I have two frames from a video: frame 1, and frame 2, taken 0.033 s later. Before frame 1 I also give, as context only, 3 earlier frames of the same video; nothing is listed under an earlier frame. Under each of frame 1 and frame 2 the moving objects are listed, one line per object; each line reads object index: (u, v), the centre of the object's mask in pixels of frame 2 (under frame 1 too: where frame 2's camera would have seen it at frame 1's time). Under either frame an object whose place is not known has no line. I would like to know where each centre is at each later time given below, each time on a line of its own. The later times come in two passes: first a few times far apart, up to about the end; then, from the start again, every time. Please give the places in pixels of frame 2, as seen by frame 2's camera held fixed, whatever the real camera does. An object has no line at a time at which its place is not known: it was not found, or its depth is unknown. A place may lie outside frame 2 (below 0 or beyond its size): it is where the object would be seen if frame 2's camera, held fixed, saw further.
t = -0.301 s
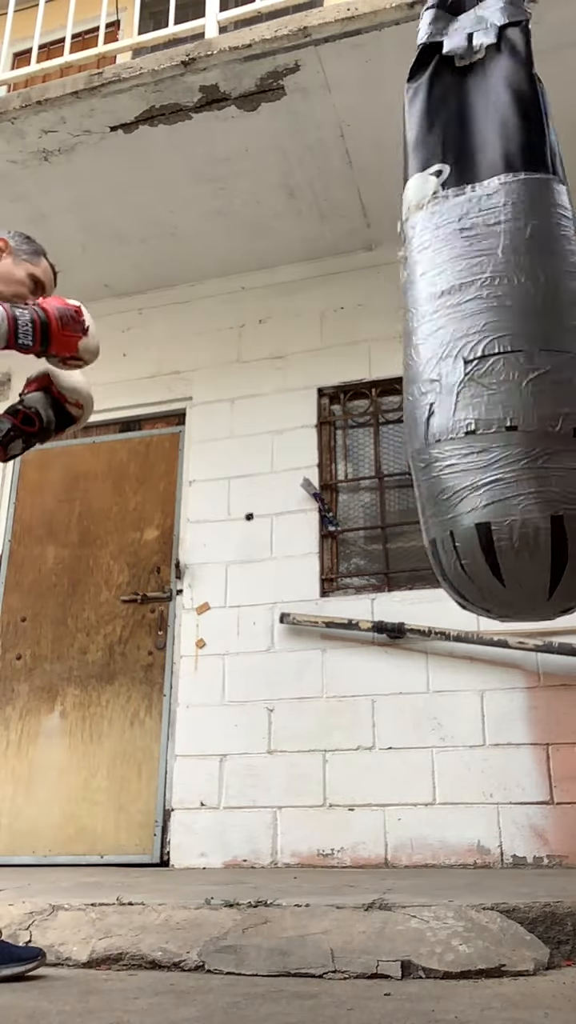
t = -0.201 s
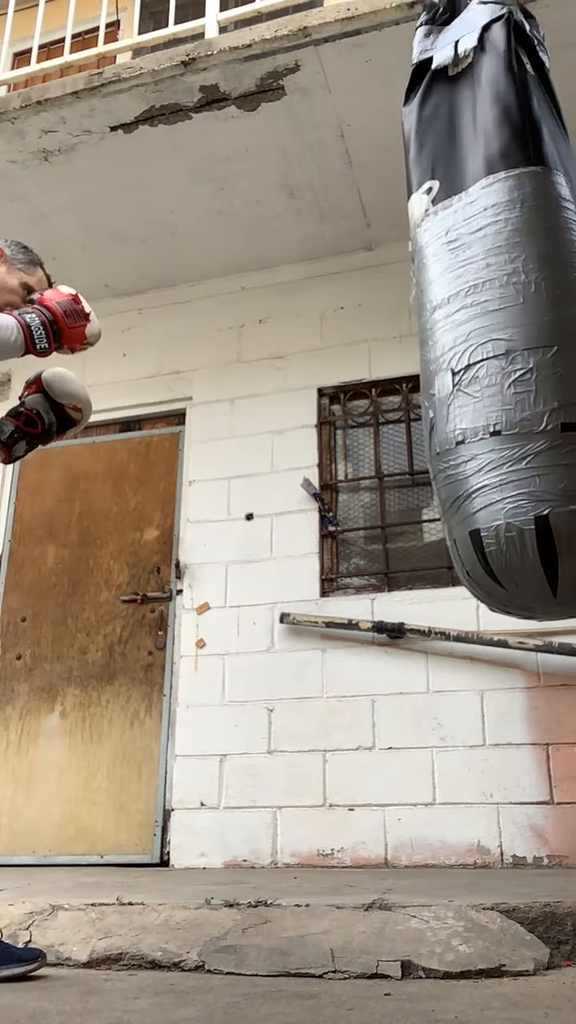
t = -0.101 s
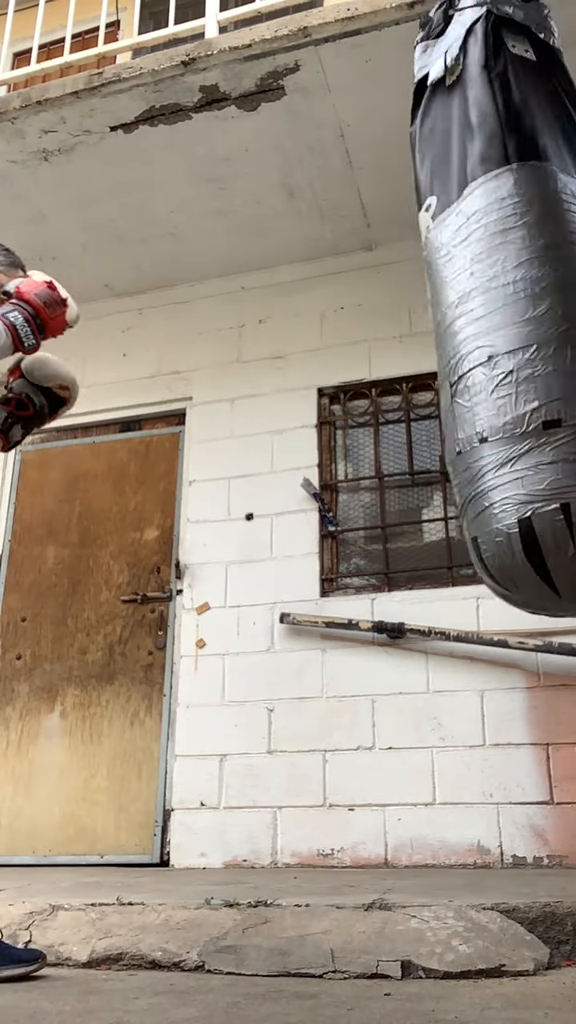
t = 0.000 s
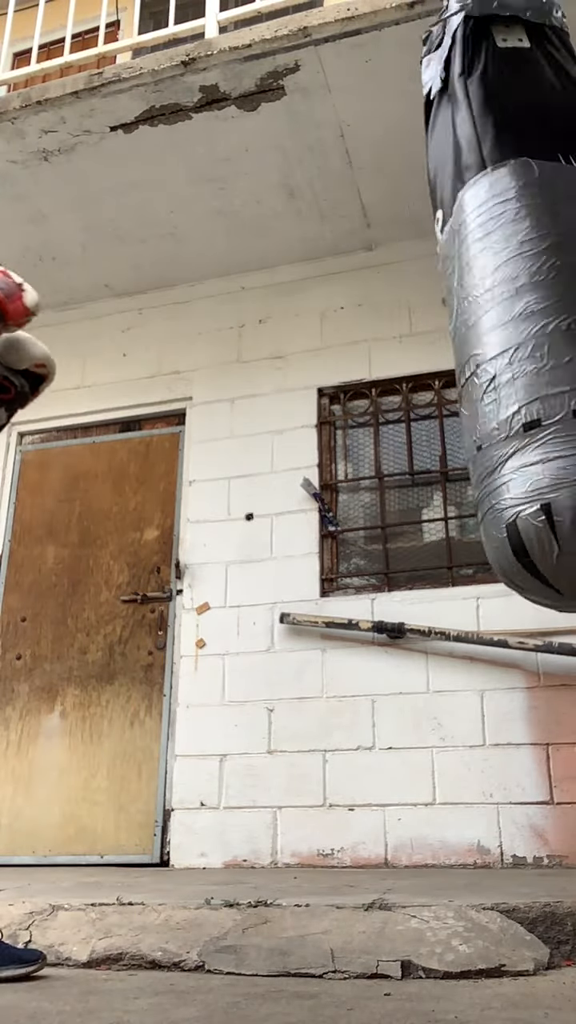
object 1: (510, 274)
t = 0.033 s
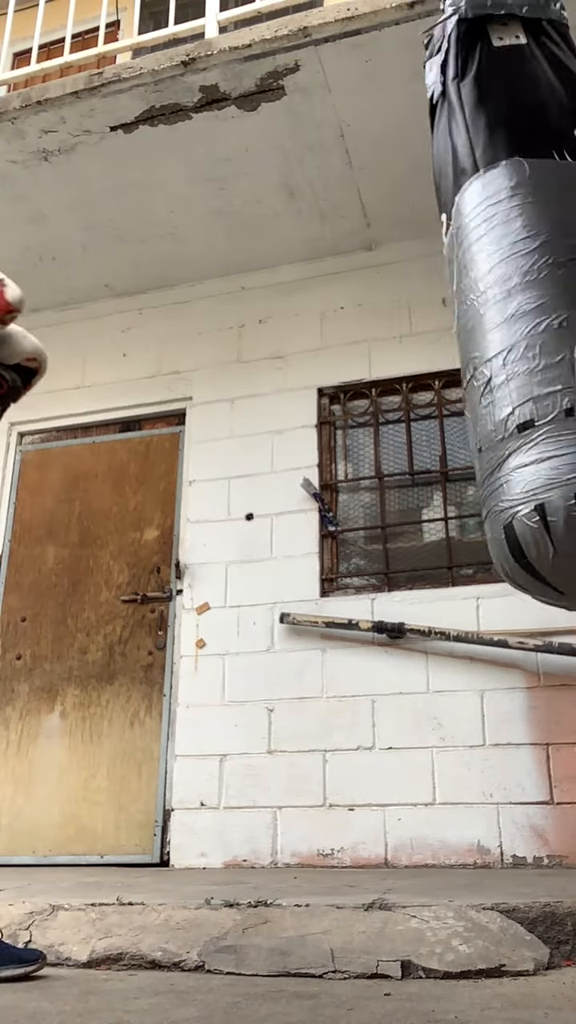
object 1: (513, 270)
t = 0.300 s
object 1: (515, 242)
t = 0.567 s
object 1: (511, 249)
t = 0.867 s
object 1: (489, 277)
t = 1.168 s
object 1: (456, 301)
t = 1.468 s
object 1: (442, 310)
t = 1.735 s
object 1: (460, 322)
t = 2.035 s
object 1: (494, 305)
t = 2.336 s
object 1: (510, 267)
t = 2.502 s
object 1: (517, 250)
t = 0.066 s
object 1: (515, 267)
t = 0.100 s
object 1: (516, 264)
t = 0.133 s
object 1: (517, 260)
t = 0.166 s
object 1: (516, 255)
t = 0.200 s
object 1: (516, 250)
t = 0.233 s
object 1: (515, 248)
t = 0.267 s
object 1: (515, 244)
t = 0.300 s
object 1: (515, 242)
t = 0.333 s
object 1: (514, 240)
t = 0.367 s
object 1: (515, 238)
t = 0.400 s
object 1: (514, 238)
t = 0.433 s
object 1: (514, 239)
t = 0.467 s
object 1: (514, 241)
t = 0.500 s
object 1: (513, 243)
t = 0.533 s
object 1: (512, 246)
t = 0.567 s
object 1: (511, 249)
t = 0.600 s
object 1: (510, 252)
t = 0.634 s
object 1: (509, 256)
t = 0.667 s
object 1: (507, 260)
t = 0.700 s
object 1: (505, 263)
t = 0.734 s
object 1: (502, 266)
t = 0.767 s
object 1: (500, 269)
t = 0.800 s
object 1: (496, 272)
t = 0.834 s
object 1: (493, 274)
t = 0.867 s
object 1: (489, 277)
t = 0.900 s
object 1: (486, 279)
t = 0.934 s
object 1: (482, 282)
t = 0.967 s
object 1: (478, 285)
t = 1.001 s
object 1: (475, 288)
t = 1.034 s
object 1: (471, 292)
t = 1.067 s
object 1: (467, 295)
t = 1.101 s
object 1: (464, 297)
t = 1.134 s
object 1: (461, 299)
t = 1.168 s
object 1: (456, 301)
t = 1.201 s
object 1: (452, 301)
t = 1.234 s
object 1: (449, 304)
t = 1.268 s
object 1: (446, 305)
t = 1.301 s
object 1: (444, 307)
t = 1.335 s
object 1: (444, 308)
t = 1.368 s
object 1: (442, 308)
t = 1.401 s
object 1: (442, 308)
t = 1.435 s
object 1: (441, 309)
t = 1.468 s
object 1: (442, 310)
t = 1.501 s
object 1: (442, 310)
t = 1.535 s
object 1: (444, 311)
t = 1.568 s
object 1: (446, 312)
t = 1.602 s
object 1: (448, 314)
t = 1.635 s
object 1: (450, 316)
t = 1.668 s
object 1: (453, 318)
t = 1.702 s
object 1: (457, 320)
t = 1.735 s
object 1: (460, 322)
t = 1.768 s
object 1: (464, 325)
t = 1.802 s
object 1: (468, 327)
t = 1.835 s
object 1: (473, 328)
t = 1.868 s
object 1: (479, 326)
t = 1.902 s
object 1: (484, 323)
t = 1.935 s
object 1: (488, 319)
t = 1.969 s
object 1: (490, 314)
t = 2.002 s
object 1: (492, 309)
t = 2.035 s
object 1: (494, 305)
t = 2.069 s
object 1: (496, 300)
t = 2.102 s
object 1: (498, 296)
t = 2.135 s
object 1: (500, 292)
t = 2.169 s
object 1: (501, 287)
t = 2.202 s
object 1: (503, 283)
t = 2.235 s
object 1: (505, 279)
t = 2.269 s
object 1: (506, 274)
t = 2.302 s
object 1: (508, 271)
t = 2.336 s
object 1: (510, 267)
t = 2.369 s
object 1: (511, 264)
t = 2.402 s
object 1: (513, 260)
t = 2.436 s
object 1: (515, 256)
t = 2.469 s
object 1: (516, 252)
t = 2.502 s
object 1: (517, 250)
